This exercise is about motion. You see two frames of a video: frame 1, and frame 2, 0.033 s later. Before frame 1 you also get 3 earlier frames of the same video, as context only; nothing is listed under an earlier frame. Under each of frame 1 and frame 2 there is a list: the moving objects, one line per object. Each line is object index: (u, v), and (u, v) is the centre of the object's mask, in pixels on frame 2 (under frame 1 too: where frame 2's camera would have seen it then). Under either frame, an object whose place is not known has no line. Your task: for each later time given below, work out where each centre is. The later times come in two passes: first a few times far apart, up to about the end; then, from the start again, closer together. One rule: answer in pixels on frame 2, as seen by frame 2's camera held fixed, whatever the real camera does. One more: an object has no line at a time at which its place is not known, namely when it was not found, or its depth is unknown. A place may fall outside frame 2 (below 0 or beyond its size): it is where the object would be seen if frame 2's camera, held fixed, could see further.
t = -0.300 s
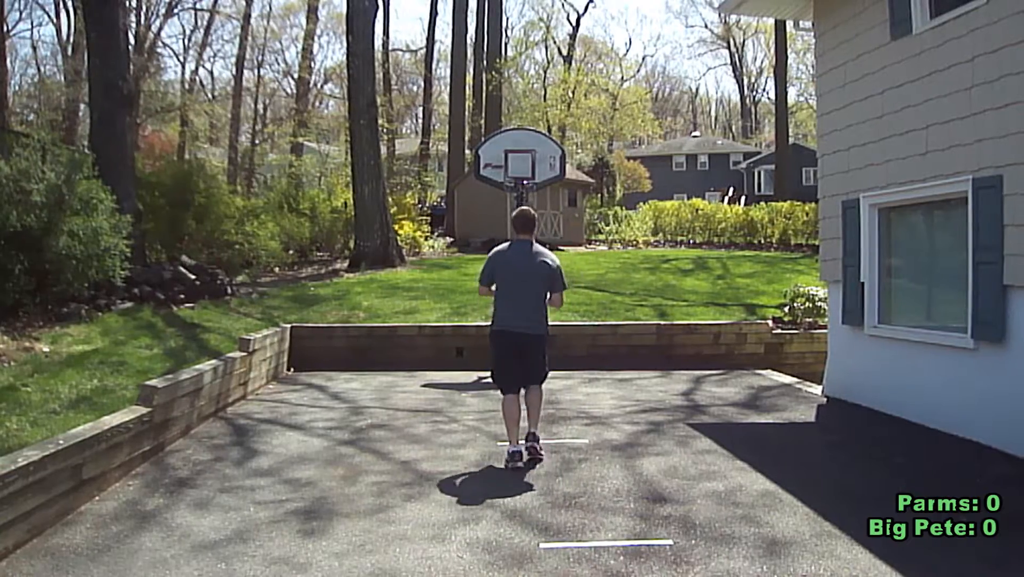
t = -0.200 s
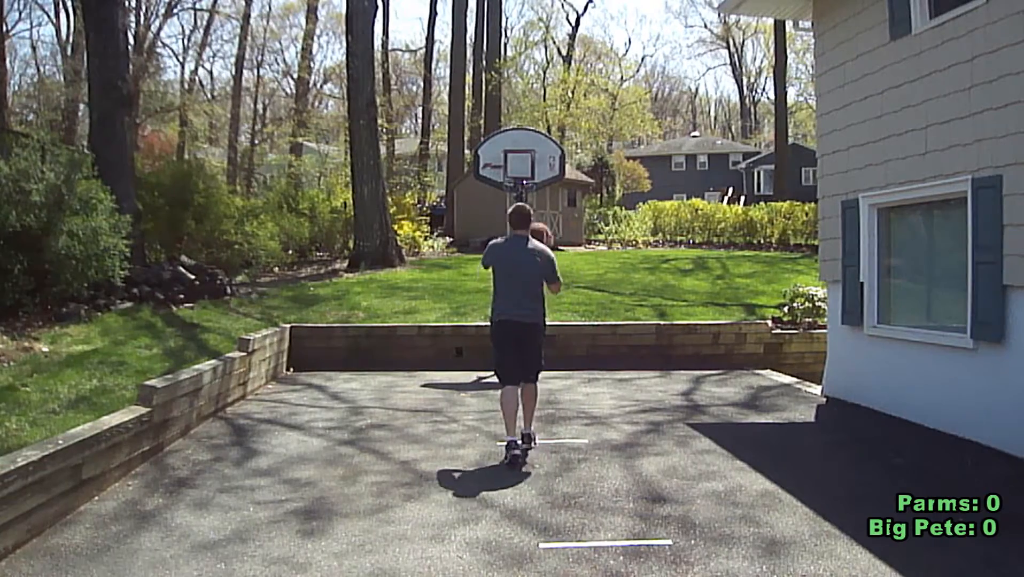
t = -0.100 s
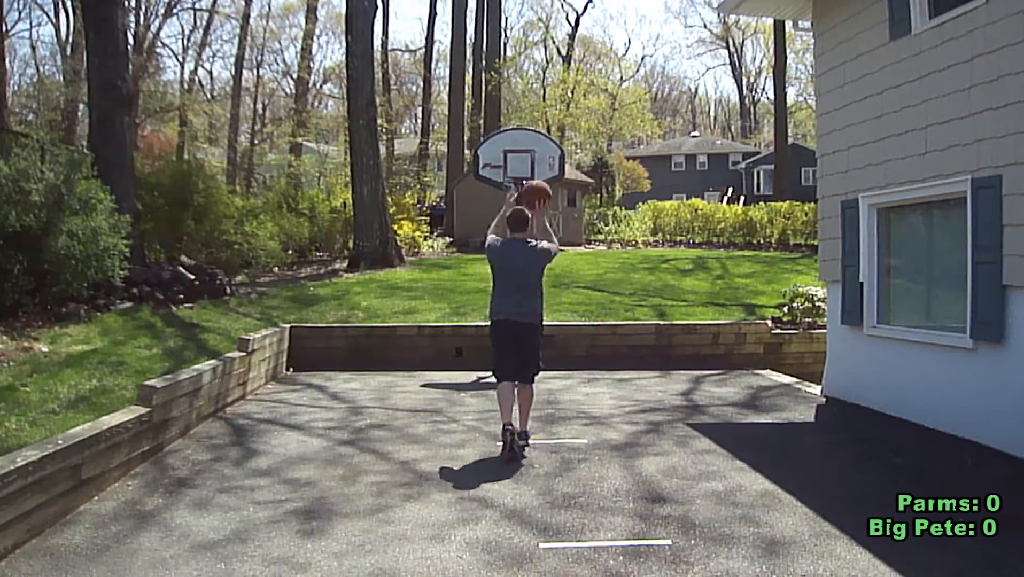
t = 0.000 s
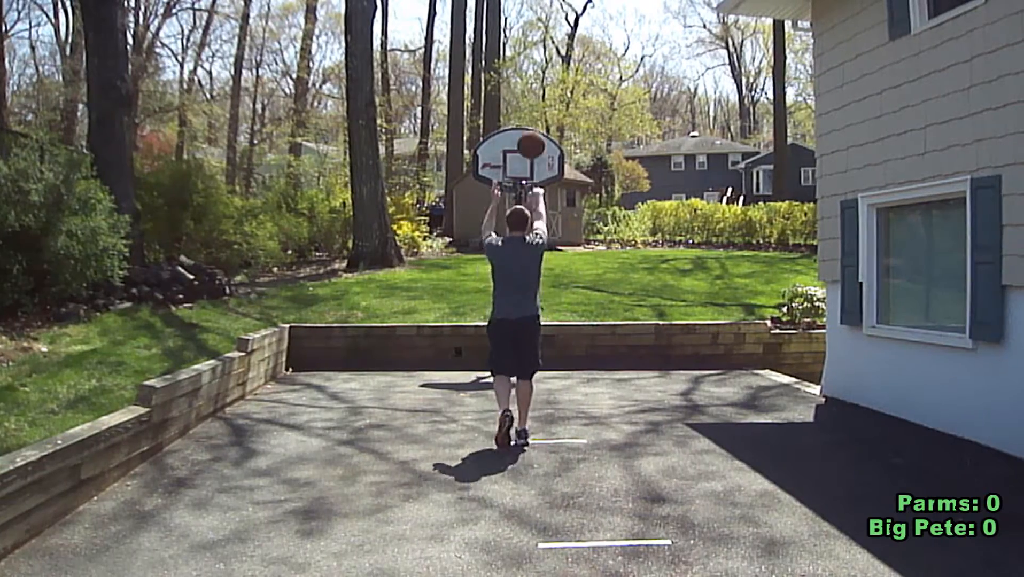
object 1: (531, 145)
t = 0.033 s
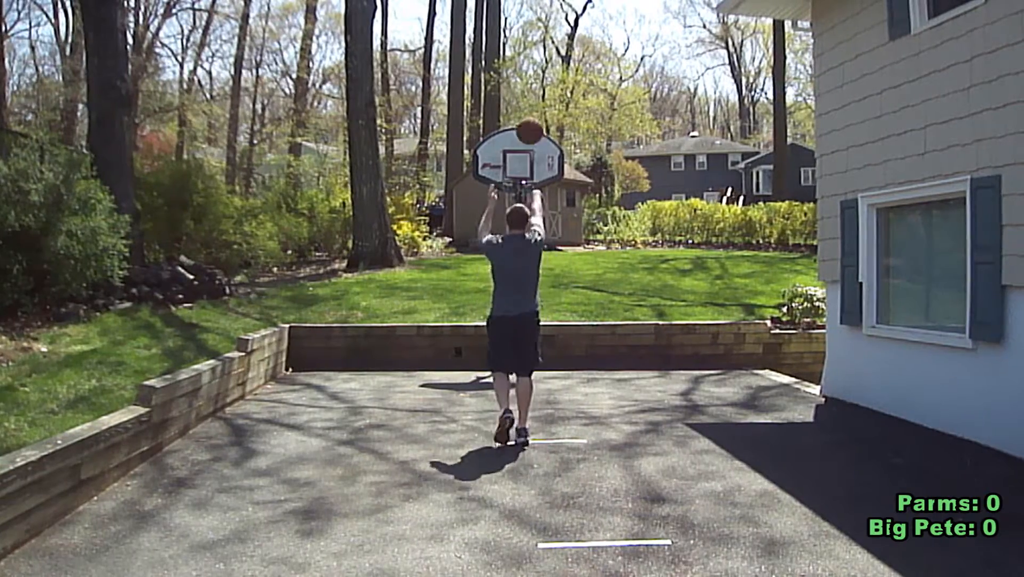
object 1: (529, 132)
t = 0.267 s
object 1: (522, 79)
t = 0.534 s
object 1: (515, 88)
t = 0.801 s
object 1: (509, 146)
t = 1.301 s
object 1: (445, 158)
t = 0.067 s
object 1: (528, 119)
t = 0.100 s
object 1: (527, 109)
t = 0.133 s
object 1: (526, 101)
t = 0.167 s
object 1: (525, 93)
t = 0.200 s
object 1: (524, 88)
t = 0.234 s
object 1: (523, 83)
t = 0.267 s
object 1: (522, 79)
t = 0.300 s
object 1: (521, 76)
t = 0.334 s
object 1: (520, 76)
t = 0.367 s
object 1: (519, 75)
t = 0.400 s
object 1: (518, 76)
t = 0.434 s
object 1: (517, 77)
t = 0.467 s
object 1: (516, 80)
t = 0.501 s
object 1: (515, 84)
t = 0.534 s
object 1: (515, 88)
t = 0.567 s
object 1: (514, 93)
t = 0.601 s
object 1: (512, 99)
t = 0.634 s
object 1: (511, 105)
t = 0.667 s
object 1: (511, 112)
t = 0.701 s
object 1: (511, 120)
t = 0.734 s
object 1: (510, 128)
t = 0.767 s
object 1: (509, 136)
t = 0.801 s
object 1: (509, 146)
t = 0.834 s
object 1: (508, 157)
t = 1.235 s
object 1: (456, 153)
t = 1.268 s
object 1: (451, 155)
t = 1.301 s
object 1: (445, 158)
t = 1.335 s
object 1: (440, 163)
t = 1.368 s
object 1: (435, 168)
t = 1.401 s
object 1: (430, 174)
